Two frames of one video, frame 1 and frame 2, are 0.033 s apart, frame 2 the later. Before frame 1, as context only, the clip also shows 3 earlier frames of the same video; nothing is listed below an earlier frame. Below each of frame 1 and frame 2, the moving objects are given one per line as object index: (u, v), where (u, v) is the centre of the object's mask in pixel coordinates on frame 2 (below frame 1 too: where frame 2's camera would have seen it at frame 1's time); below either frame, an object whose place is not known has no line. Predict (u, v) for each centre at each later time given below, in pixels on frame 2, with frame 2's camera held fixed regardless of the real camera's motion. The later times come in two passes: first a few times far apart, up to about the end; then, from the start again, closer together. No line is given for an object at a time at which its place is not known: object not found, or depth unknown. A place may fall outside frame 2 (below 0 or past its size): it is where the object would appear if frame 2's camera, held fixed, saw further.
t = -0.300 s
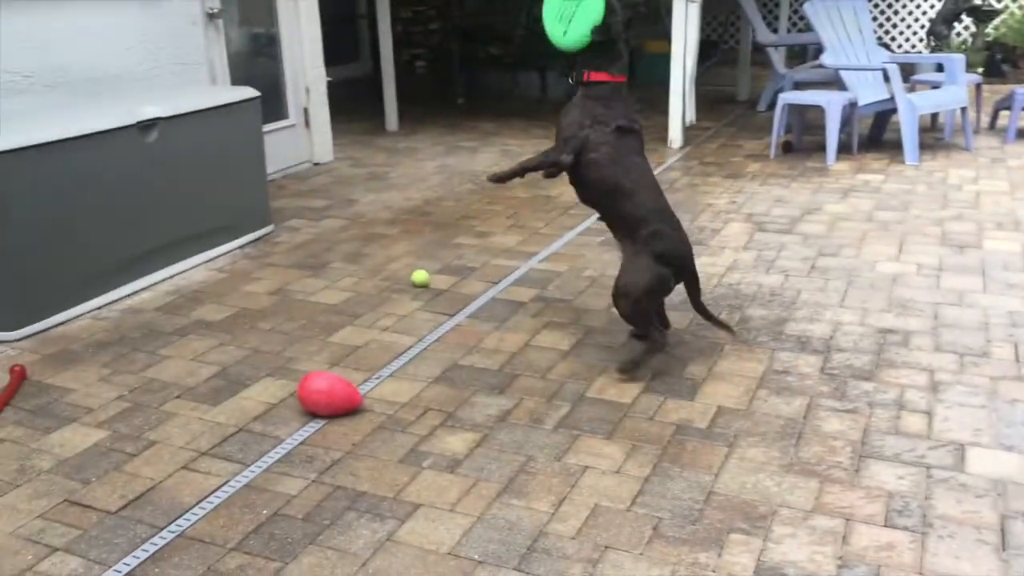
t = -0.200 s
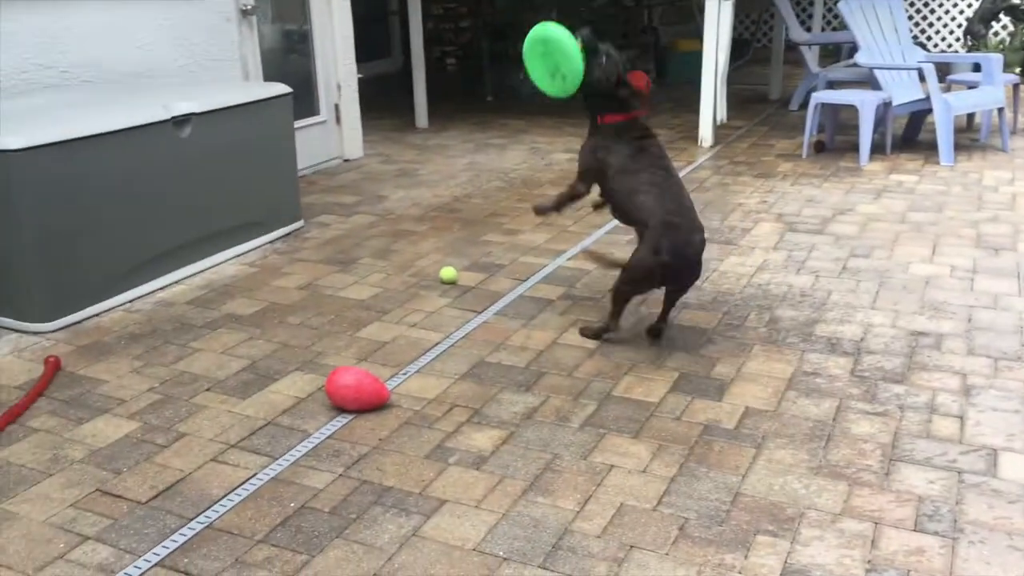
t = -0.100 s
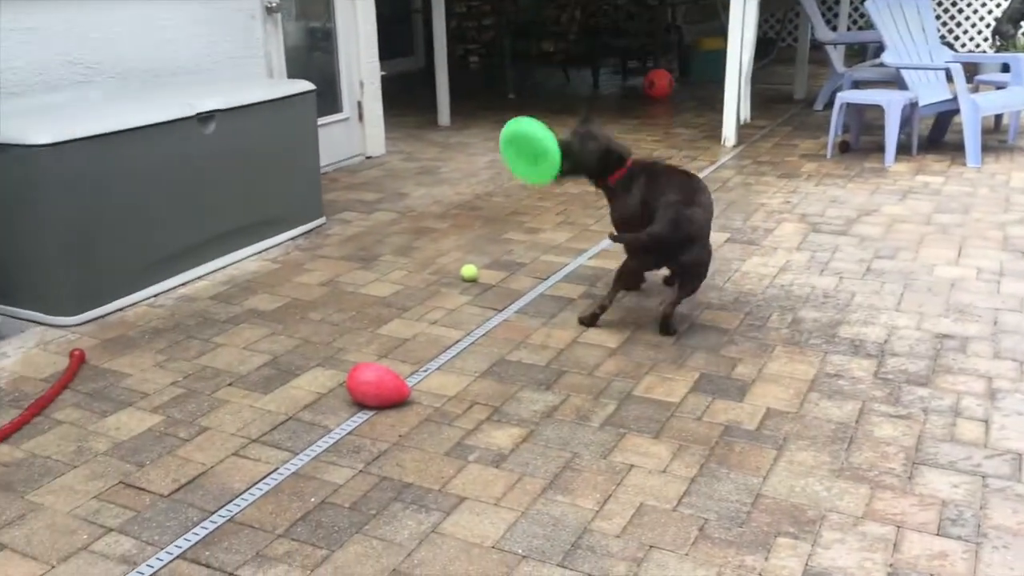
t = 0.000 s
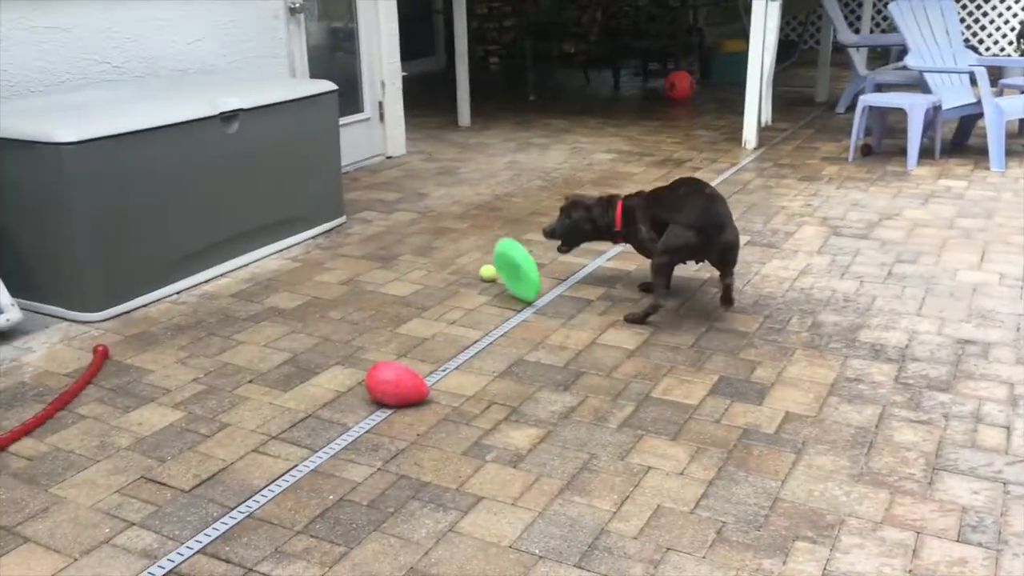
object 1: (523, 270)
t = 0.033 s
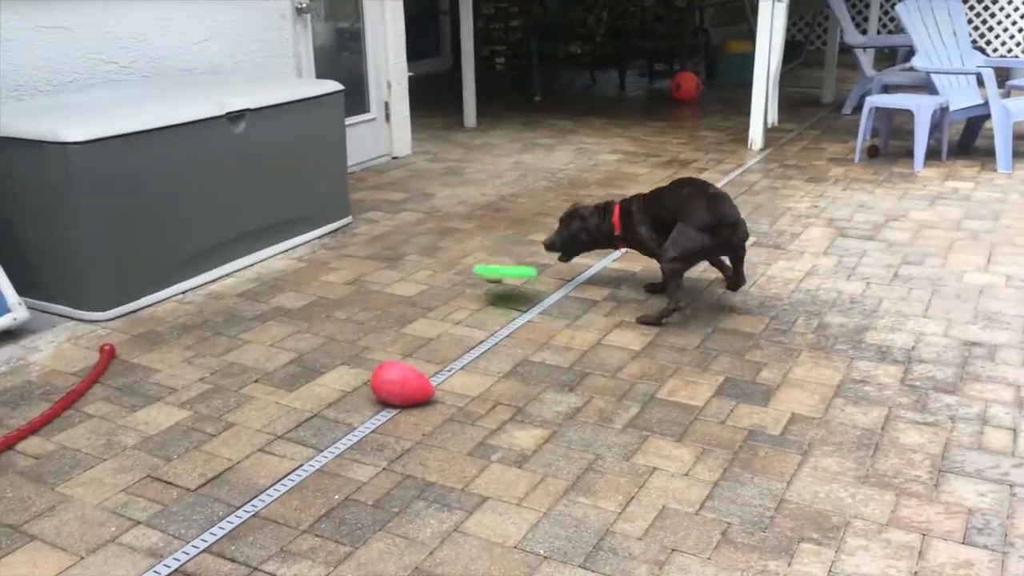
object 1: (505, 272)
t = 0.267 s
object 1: (408, 260)
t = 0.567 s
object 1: (297, 274)
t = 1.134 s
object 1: (222, 291)
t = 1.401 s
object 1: (223, 291)
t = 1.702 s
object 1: (226, 295)
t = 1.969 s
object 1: (228, 298)
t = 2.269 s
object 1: (229, 299)
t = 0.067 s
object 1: (490, 268)
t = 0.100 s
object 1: (474, 273)
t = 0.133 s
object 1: (464, 275)
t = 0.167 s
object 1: (452, 267)
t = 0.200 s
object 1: (436, 260)
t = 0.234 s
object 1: (422, 259)
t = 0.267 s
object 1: (408, 260)
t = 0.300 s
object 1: (394, 265)
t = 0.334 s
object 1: (384, 273)
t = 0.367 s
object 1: (373, 273)
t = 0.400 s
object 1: (360, 270)
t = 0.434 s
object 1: (346, 266)
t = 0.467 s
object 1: (333, 266)
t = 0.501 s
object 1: (320, 268)
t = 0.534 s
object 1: (307, 275)
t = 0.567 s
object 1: (297, 274)
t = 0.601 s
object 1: (286, 273)
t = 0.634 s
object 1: (276, 274)
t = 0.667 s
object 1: (266, 278)
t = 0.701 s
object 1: (258, 279)
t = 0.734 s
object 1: (250, 282)
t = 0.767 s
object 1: (243, 286)
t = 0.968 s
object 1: (220, 286)
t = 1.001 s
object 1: (219, 287)
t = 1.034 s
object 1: (219, 289)
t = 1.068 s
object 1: (220, 291)
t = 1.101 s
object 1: (220, 292)
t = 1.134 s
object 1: (222, 291)
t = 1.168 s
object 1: (221, 290)
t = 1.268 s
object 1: (222, 292)
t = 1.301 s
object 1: (223, 293)
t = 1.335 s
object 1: (223, 292)
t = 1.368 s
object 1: (224, 291)
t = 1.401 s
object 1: (223, 291)
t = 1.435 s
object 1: (223, 292)
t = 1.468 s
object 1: (225, 294)
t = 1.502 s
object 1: (225, 294)
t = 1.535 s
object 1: (226, 293)
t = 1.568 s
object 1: (226, 293)
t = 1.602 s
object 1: (225, 294)
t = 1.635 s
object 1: (226, 295)
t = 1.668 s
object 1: (227, 295)
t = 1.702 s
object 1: (226, 295)
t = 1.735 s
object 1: (227, 295)
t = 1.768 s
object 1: (227, 296)
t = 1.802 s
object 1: (227, 296)
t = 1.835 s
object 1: (227, 297)
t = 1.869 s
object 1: (227, 297)
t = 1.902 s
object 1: (227, 298)
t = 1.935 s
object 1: (228, 298)
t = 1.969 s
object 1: (228, 298)
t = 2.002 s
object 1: (228, 299)
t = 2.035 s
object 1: (227, 298)
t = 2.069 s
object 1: (228, 299)
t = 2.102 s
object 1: (228, 299)
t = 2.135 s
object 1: (228, 299)
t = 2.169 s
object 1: (229, 299)
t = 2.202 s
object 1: (229, 299)
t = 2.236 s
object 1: (229, 299)
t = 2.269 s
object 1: (229, 299)
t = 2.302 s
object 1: (230, 299)
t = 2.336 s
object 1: (229, 299)
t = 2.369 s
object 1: (230, 299)
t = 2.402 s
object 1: (230, 299)
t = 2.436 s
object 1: (230, 299)
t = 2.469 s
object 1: (229, 300)
